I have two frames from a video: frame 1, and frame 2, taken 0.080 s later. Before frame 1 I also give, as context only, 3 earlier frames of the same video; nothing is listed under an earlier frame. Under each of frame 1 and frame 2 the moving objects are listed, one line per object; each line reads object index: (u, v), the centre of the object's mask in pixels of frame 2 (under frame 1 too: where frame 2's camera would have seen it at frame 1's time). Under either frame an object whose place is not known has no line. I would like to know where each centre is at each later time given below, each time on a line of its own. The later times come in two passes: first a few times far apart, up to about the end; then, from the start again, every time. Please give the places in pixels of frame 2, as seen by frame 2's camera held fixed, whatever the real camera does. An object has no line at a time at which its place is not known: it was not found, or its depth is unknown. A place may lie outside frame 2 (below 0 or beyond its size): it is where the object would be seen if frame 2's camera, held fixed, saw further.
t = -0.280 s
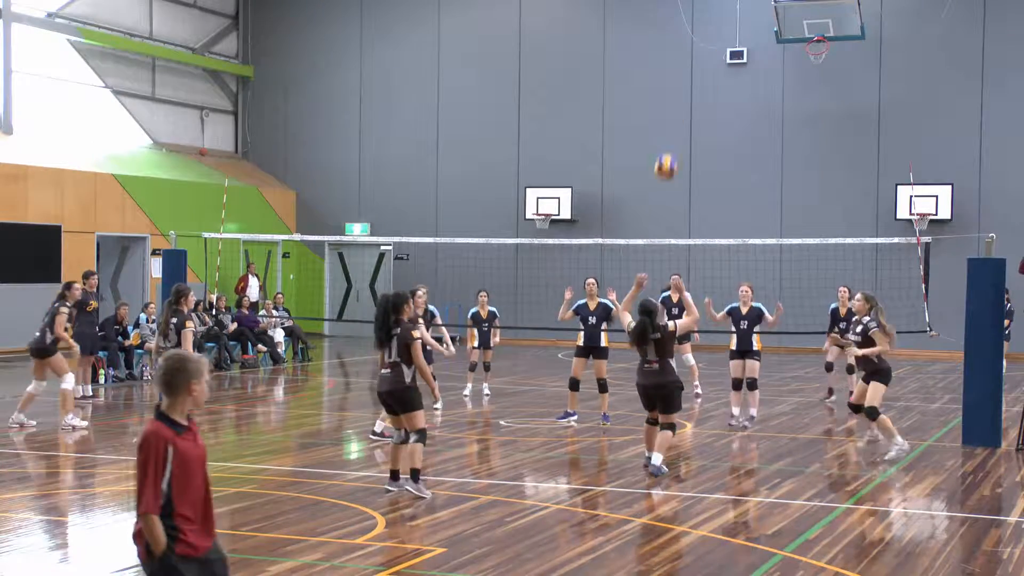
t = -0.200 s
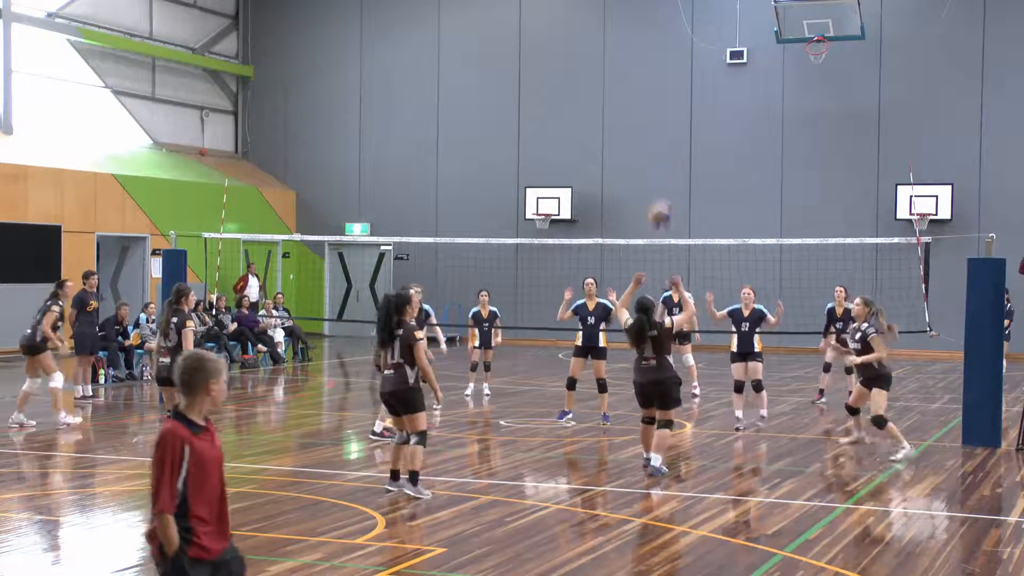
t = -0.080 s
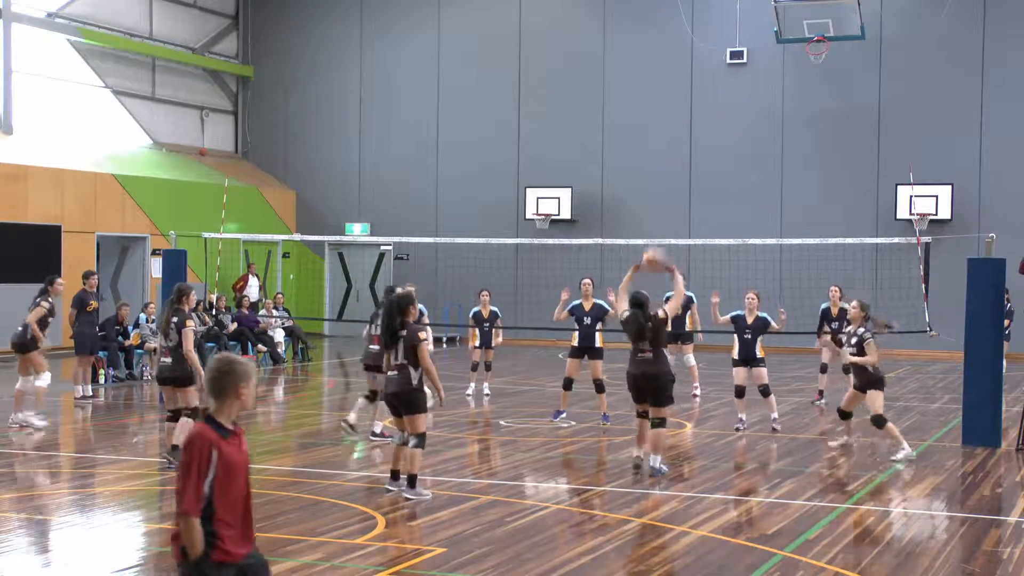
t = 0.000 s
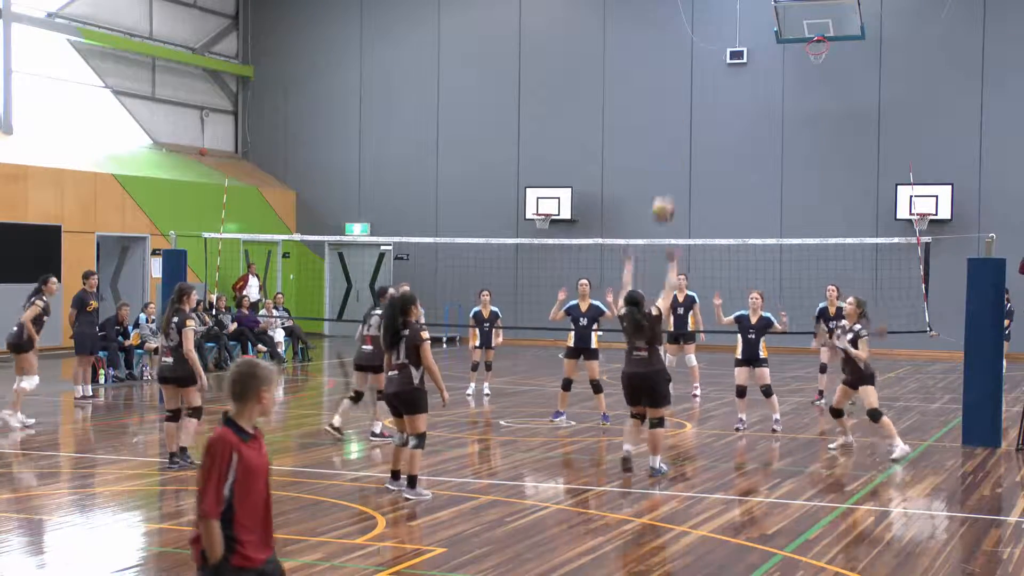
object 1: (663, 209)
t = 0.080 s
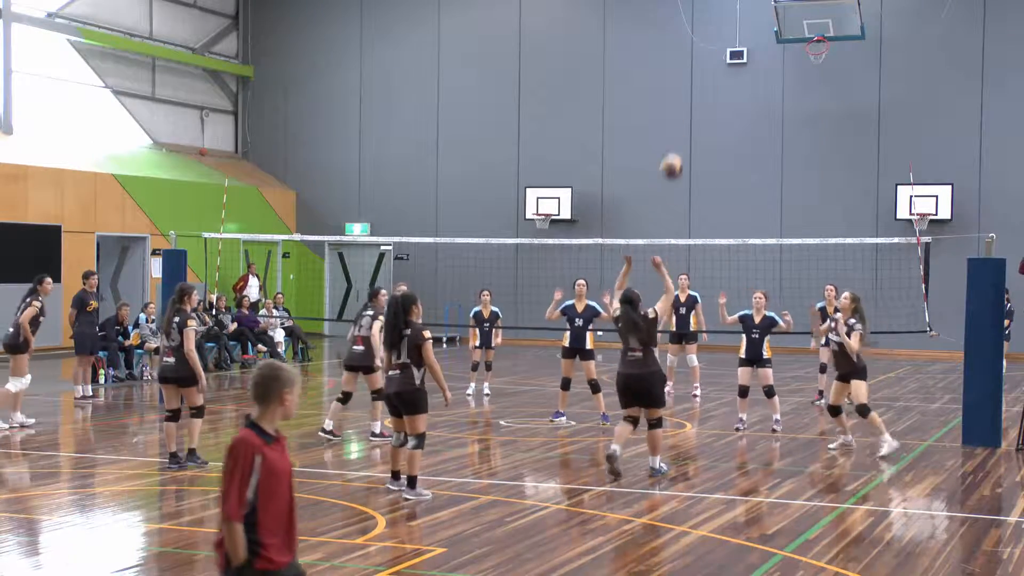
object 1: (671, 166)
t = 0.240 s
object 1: (689, 105)
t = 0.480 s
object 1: (712, 63)
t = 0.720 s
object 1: (733, 81)
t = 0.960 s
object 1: (750, 150)
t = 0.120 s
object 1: (677, 148)
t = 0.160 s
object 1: (681, 131)
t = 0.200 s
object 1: (686, 117)
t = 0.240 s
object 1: (689, 105)
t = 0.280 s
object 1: (694, 94)
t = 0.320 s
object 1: (697, 84)
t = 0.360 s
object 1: (701, 77)
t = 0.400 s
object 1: (705, 70)
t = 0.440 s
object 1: (709, 66)
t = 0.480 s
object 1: (712, 63)
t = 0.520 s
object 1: (716, 63)
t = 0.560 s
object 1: (719, 63)
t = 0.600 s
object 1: (722, 66)
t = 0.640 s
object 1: (726, 69)
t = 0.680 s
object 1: (730, 73)
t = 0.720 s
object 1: (733, 81)
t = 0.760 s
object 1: (735, 89)
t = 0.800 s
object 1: (738, 97)
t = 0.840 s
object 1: (742, 108)
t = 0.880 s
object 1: (745, 121)
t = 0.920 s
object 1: (747, 135)
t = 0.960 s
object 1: (750, 150)
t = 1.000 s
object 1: (752, 165)
